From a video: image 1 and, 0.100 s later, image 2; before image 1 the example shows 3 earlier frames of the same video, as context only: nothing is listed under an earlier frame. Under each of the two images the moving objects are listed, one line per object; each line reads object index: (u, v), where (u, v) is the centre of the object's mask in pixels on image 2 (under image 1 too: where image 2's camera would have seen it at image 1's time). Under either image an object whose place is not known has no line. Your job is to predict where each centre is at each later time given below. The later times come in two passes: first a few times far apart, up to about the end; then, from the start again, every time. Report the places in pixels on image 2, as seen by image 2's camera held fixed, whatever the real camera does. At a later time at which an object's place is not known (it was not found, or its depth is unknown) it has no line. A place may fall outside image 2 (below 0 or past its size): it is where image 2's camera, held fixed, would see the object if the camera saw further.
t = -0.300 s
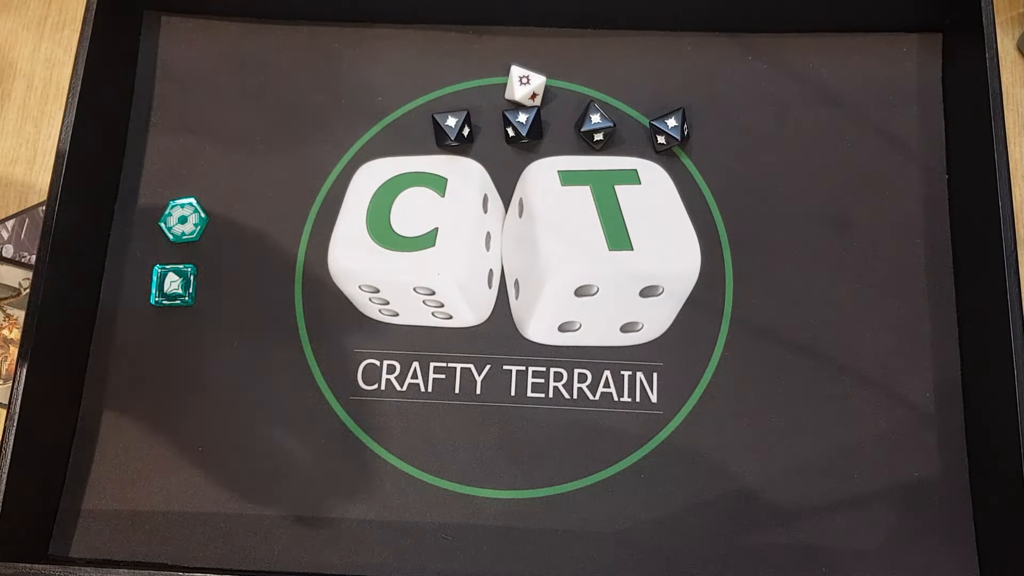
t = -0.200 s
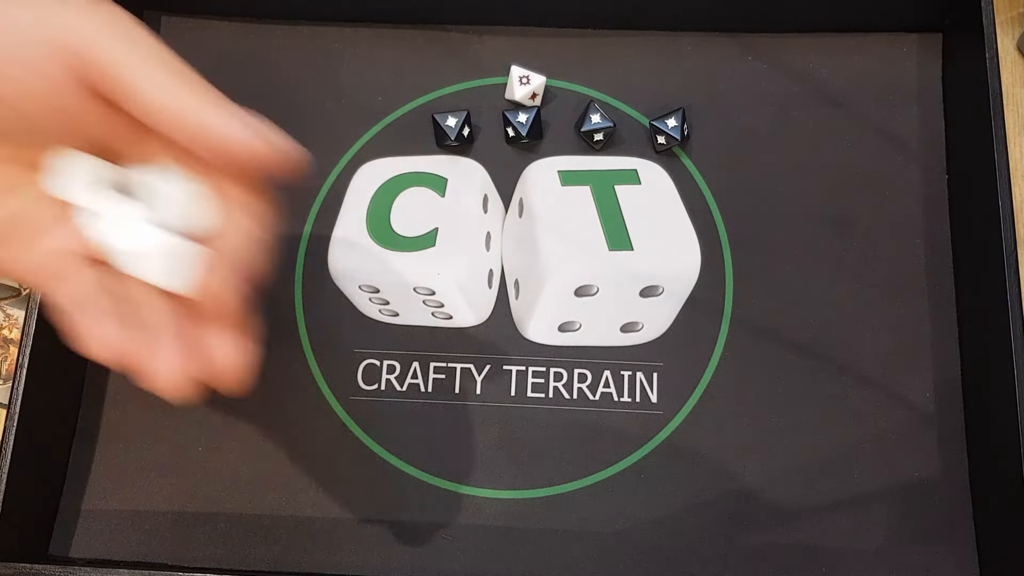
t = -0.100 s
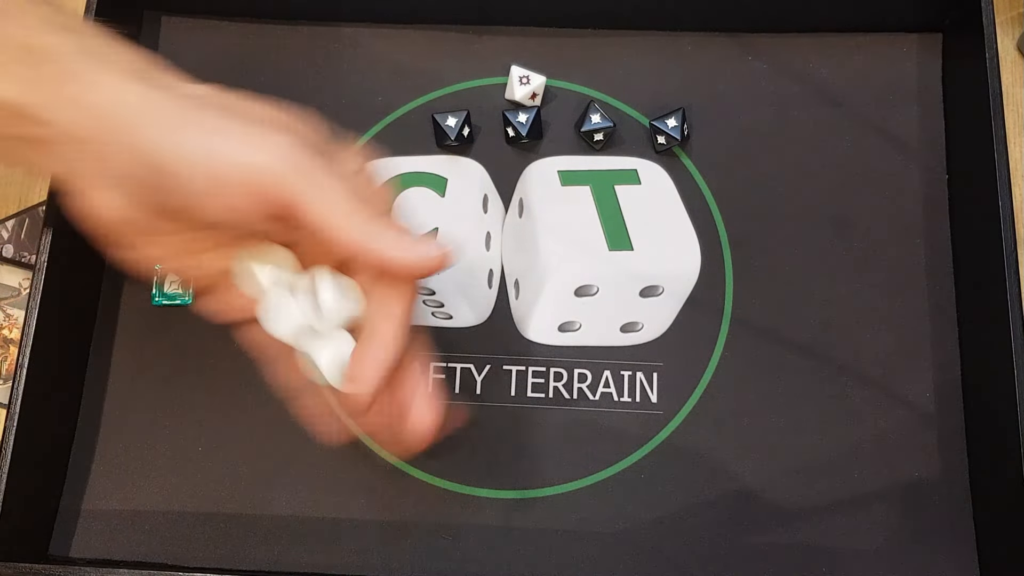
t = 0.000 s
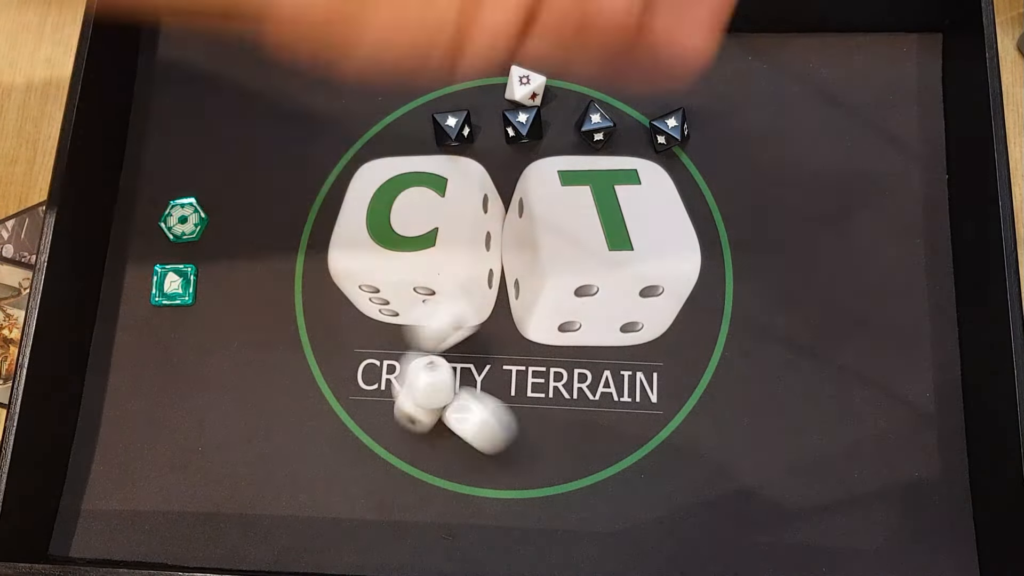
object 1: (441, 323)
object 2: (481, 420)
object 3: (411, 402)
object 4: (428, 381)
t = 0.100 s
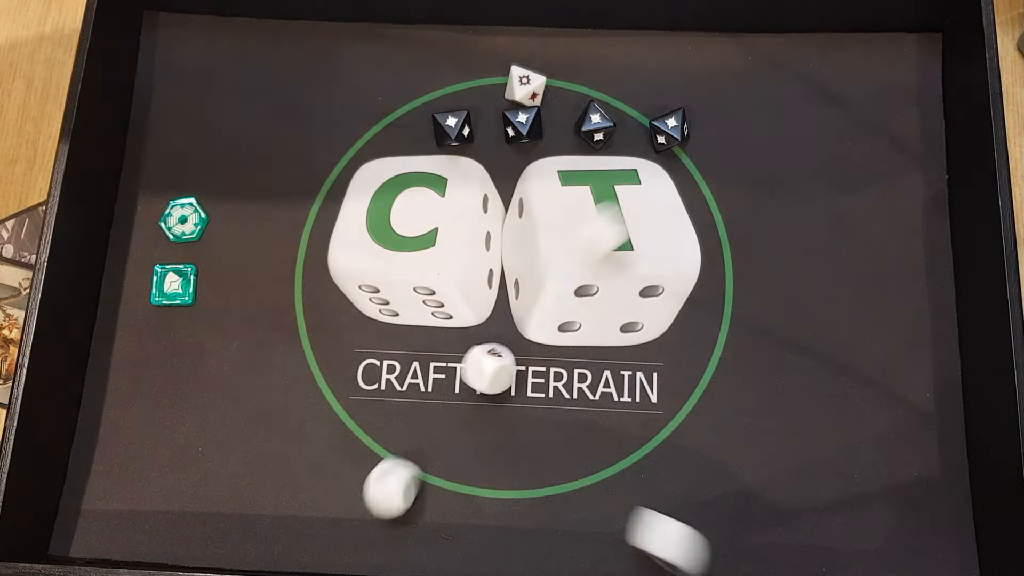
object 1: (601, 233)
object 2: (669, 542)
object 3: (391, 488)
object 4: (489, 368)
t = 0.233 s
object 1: (749, 126)
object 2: (860, 538)
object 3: (358, 545)
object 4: (516, 363)
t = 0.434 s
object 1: (911, 75)
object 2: (926, 469)
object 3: (362, 506)
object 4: (543, 378)
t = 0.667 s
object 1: (908, 132)
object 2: (848, 463)
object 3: (362, 506)
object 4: (545, 376)
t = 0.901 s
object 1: (908, 131)
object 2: (802, 485)
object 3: (362, 506)
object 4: (545, 376)
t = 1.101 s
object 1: (908, 132)
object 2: (774, 464)
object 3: (362, 506)
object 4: (545, 376)
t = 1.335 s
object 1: (908, 131)
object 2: (783, 454)
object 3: (362, 506)
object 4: (545, 375)
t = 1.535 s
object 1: (908, 131)
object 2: (783, 454)
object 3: (362, 506)
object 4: (545, 375)
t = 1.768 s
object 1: (908, 132)
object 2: (783, 454)
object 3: (362, 506)
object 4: (545, 376)
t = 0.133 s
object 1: (636, 208)
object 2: (724, 557)
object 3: (379, 506)
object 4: (495, 362)
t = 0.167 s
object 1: (683, 181)
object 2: (771, 552)
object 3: (366, 528)
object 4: (502, 360)
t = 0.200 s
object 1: (717, 152)
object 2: (814, 543)
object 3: (360, 545)
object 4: (508, 362)
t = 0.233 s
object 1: (749, 126)
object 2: (860, 538)
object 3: (358, 545)
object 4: (516, 363)
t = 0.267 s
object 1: (783, 96)
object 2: (892, 531)
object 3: (361, 530)
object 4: (526, 369)
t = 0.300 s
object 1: (816, 63)
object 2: (928, 523)
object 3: (362, 517)
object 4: (529, 372)
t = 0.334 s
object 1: (845, 43)
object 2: (954, 512)
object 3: (361, 510)
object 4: (529, 373)
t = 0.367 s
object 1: (870, 48)
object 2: (946, 496)
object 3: (362, 506)
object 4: (531, 374)
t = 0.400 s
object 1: (893, 63)
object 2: (937, 481)
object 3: (362, 506)
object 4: (538, 375)
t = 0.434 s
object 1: (911, 75)
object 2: (926, 469)
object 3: (362, 506)
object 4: (543, 378)
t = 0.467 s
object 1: (926, 87)
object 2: (915, 459)
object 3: (362, 506)
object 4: (545, 376)
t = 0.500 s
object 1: (931, 99)
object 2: (902, 452)
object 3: (362, 506)
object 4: (545, 376)
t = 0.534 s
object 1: (927, 108)
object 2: (887, 448)
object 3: (362, 506)
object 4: (545, 376)
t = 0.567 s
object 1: (921, 116)
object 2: (876, 447)
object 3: (362, 506)
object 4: (545, 376)
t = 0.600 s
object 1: (913, 125)
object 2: (865, 450)
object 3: (362, 506)
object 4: (545, 376)
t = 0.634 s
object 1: (909, 131)
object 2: (855, 456)
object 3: (362, 506)
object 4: (545, 376)
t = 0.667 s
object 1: (908, 132)
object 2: (848, 463)
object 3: (362, 506)
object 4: (545, 376)
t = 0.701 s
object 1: (908, 132)
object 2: (841, 468)
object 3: (362, 506)
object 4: (545, 376)
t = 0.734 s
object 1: (908, 132)
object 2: (836, 472)
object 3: (362, 506)
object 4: (545, 376)
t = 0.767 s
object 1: (908, 132)
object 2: (829, 475)
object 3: (362, 506)
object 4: (545, 376)
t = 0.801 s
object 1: (908, 132)
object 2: (820, 481)
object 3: (362, 506)
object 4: (545, 376)
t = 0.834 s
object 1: (908, 131)
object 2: (816, 484)
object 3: (362, 506)
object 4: (545, 376)
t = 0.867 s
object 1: (908, 132)
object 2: (810, 484)
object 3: (362, 506)
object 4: (545, 376)
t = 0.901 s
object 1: (908, 131)
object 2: (802, 485)
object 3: (362, 506)
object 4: (545, 376)
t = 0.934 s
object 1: (908, 132)
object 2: (796, 485)
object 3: (362, 506)
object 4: (545, 376)
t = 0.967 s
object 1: (908, 131)
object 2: (790, 482)
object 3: (362, 506)
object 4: (545, 376)
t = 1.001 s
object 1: (908, 132)
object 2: (784, 480)
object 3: (362, 506)
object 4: (545, 376)
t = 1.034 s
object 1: (908, 131)
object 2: (779, 475)
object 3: (362, 506)
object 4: (545, 376)
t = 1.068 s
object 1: (908, 132)
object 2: (776, 470)
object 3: (362, 506)
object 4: (545, 376)
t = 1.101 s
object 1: (908, 132)
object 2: (774, 464)
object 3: (362, 506)
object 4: (545, 376)
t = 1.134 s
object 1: (908, 132)
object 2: (774, 458)
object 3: (362, 506)
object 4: (545, 376)
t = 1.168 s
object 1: (908, 131)
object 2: (777, 454)
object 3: (362, 506)
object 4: (545, 375)
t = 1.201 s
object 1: (908, 131)
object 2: (780, 452)
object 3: (362, 506)
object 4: (545, 376)
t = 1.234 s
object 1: (908, 132)
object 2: (783, 453)
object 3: (362, 506)
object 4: (545, 376)
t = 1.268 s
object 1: (908, 132)
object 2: (783, 454)
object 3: (362, 506)
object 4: (545, 376)
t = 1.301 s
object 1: (908, 132)
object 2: (783, 454)
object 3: (362, 506)
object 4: (545, 376)
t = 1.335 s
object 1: (908, 131)
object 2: (783, 454)
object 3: (362, 506)
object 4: (545, 375)
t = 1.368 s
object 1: (908, 131)
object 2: (783, 454)
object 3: (362, 506)
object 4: (545, 376)
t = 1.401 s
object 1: (908, 132)
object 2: (783, 454)
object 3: (362, 506)
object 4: (545, 376)
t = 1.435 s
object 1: (908, 132)
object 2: (783, 455)
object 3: (362, 506)
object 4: (545, 376)
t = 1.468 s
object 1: (908, 132)
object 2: (783, 455)
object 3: (362, 506)
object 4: (545, 376)
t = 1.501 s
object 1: (908, 131)
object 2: (783, 454)
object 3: (362, 506)
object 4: (545, 375)
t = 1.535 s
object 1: (908, 131)
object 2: (783, 454)
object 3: (362, 506)
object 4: (545, 375)
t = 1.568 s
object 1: (908, 132)
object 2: (783, 454)
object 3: (362, 506)
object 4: (545, 376)
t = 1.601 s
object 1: (908, 132)
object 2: (783, 454)
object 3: (362, 506)
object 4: (545, 376)
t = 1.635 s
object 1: (908, 132)
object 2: (783, 454)
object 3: (362, 506)
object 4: (545, 375)
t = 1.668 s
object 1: (908, 132)
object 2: (783, 454)
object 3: (362, 506)
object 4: (545, 376)
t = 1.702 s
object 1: (908, 132)
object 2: (783, 455)
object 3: (362, 506)
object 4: (545, 376)
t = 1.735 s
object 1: (908, 132)
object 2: (783, 455)
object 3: (362, 506)
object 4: (545, 376)
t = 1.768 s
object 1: (908, 132)
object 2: (783, 454)
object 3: (362, 506)
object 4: (545, 376)
